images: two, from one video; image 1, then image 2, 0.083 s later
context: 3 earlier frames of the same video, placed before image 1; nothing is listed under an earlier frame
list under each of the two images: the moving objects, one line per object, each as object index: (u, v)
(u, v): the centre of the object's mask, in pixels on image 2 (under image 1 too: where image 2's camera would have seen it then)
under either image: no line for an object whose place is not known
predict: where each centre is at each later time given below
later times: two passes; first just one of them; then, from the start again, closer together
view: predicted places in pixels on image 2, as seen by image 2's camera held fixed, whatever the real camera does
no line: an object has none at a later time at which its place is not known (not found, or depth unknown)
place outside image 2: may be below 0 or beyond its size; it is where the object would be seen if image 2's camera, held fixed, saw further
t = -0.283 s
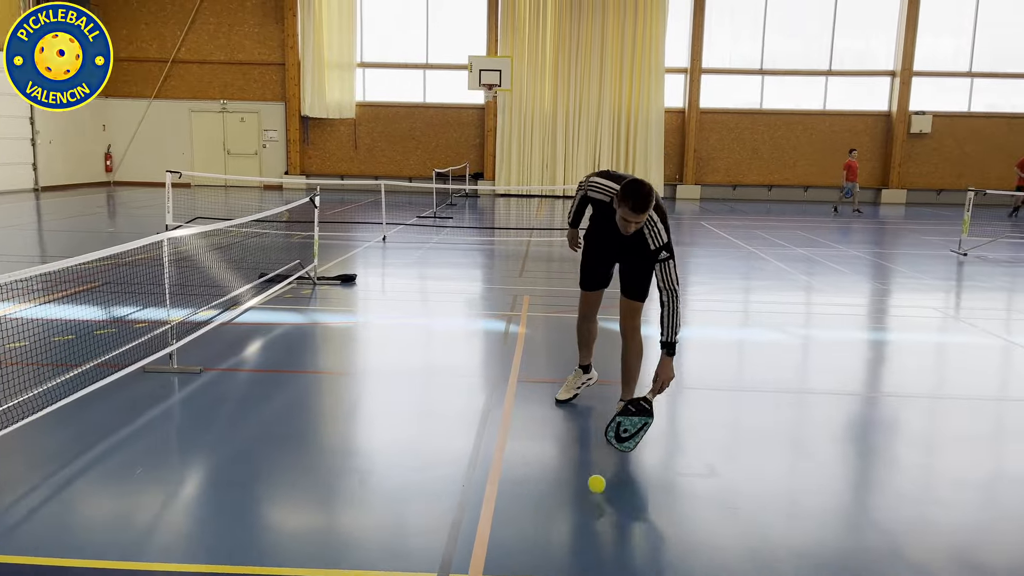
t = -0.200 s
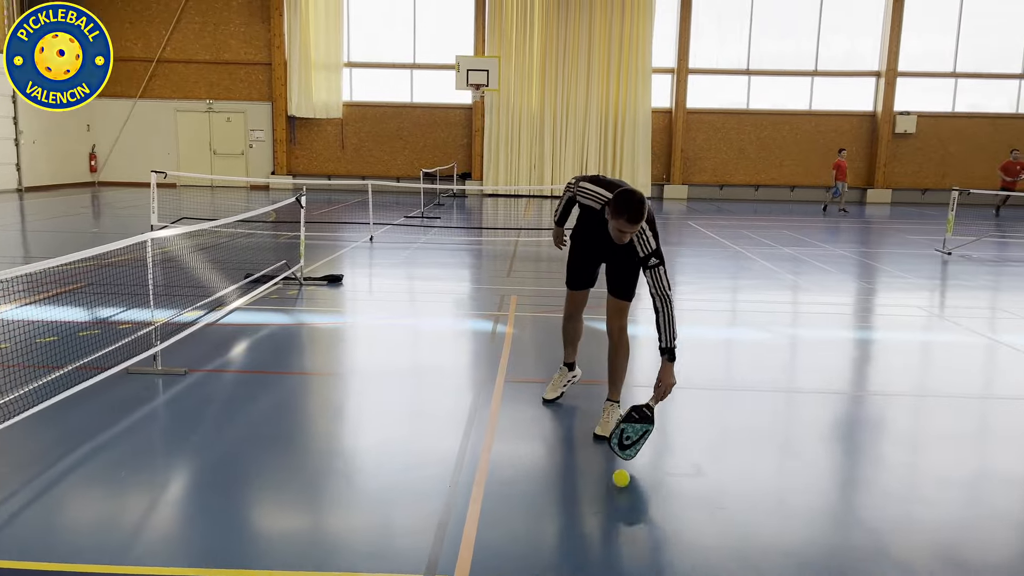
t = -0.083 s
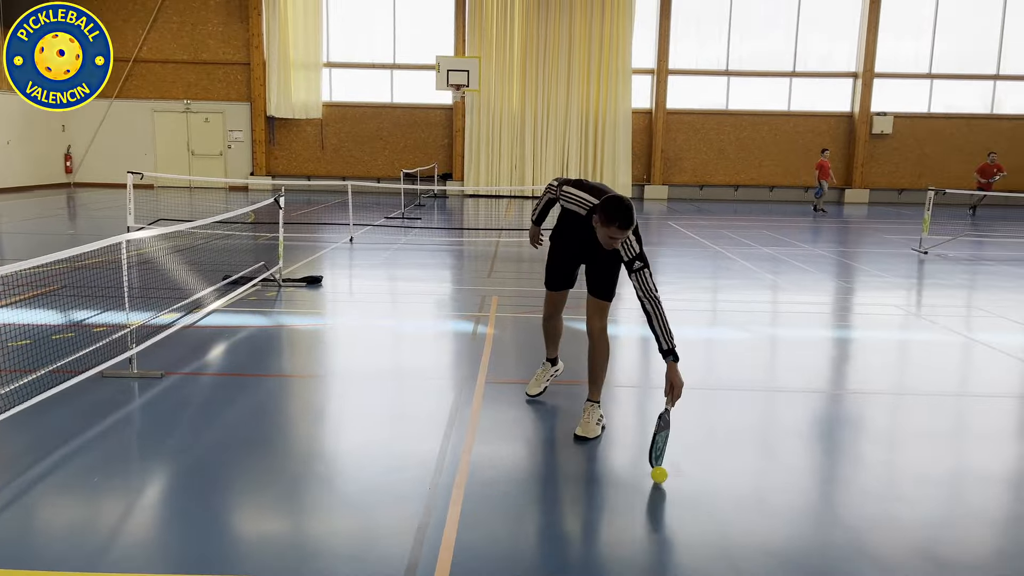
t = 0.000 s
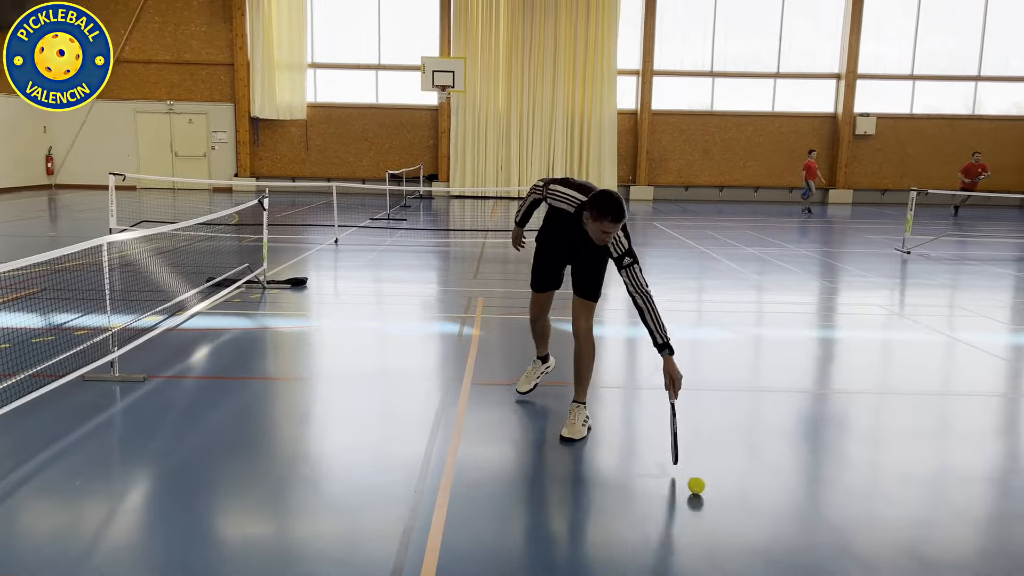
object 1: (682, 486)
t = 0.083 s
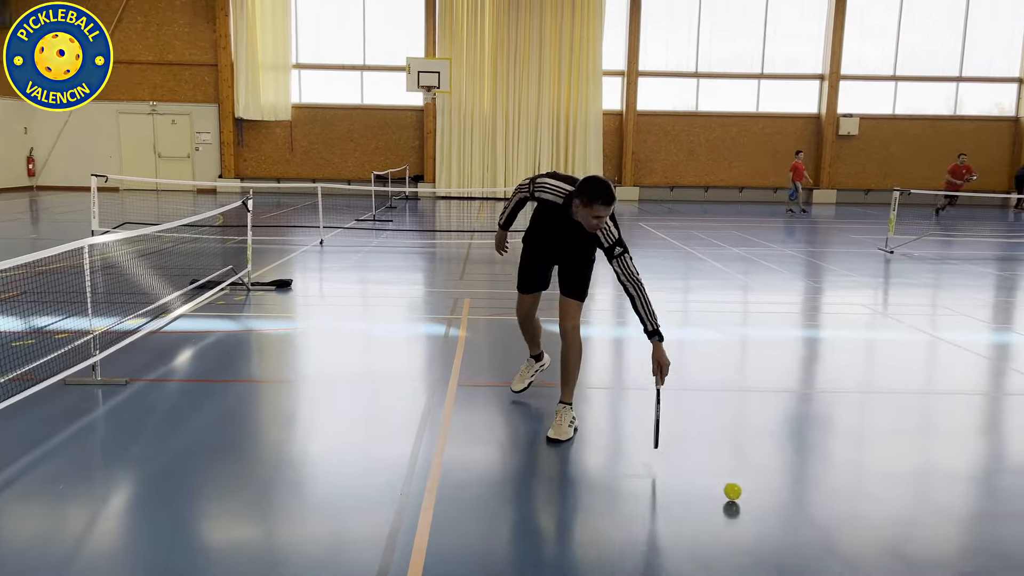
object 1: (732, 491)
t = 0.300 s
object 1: (869, 510)
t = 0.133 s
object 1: (762, 496)
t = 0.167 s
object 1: (783, 499)
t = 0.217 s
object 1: (815, 503)
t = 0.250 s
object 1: (837, 506)
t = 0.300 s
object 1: (869, 510)
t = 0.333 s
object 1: (891, 513)
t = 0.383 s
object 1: (925, 518)
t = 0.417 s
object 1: (949, 521)
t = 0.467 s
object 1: (984, 526)
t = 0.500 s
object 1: (1008, 530)
